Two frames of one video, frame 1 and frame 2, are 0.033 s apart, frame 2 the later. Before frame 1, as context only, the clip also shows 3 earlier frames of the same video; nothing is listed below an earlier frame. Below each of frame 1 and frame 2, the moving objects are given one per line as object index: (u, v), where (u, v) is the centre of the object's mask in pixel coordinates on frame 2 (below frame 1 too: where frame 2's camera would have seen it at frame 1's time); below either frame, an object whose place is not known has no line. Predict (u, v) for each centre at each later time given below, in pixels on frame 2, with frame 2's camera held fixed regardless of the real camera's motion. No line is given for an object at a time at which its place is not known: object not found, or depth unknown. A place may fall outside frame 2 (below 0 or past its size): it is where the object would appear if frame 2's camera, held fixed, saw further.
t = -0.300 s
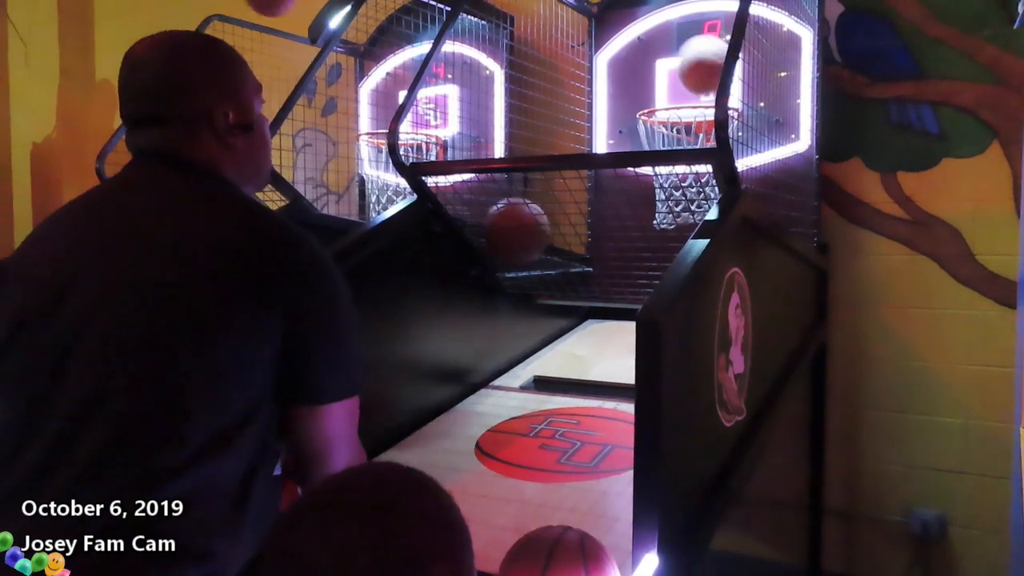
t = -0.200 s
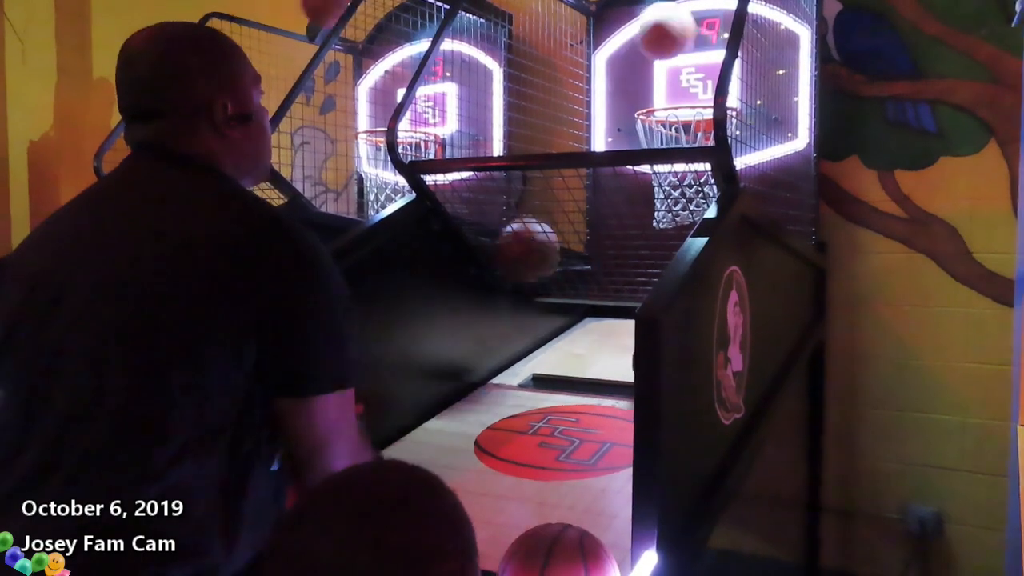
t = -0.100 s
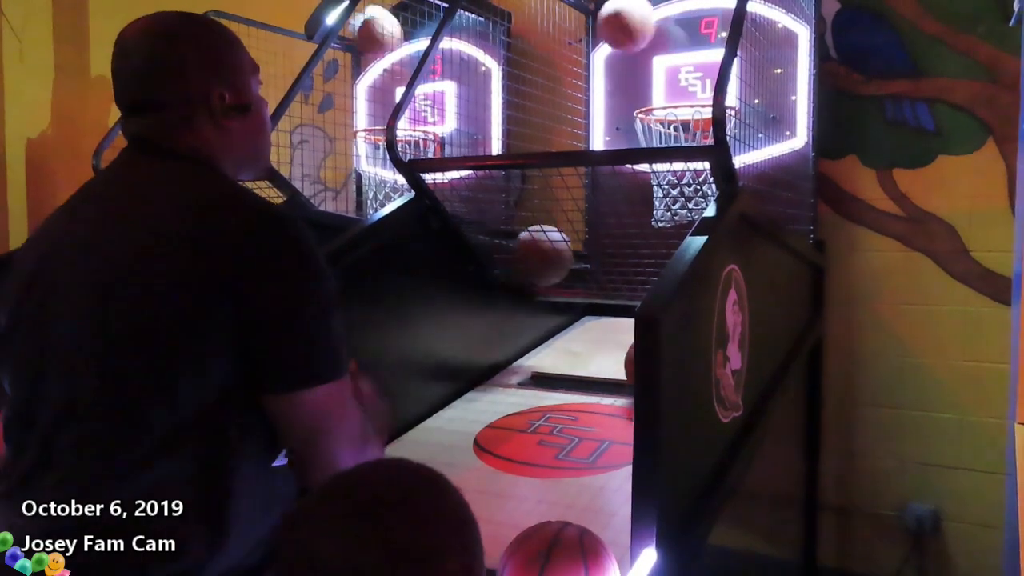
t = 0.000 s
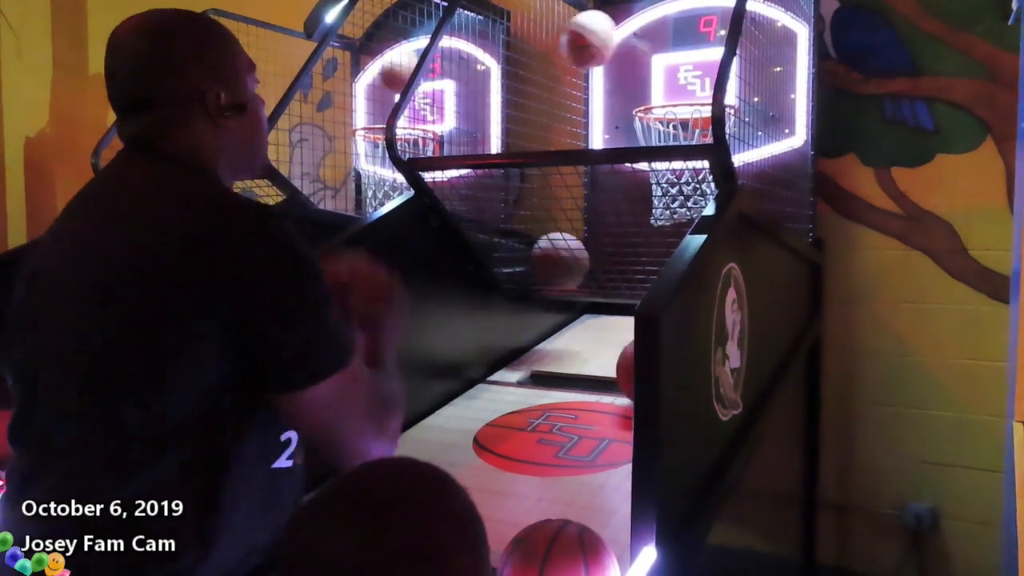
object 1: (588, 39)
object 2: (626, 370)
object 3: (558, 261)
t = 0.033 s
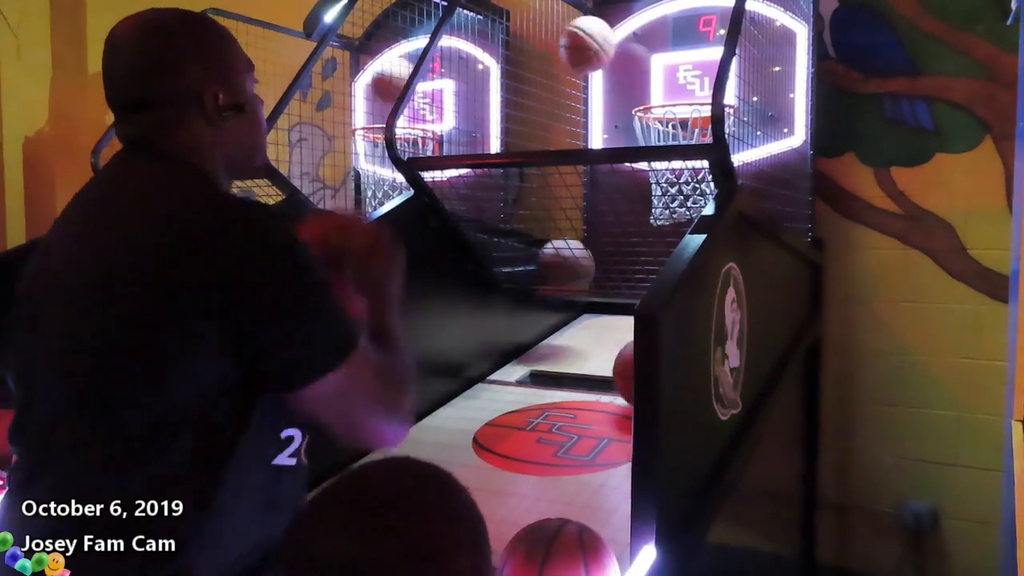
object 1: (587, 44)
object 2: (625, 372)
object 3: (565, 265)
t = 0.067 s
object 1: (595, 49)
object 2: (623, 375)
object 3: (572, 276)
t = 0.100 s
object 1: (604, 56)
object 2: (622, 378)
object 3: (579, 286)
